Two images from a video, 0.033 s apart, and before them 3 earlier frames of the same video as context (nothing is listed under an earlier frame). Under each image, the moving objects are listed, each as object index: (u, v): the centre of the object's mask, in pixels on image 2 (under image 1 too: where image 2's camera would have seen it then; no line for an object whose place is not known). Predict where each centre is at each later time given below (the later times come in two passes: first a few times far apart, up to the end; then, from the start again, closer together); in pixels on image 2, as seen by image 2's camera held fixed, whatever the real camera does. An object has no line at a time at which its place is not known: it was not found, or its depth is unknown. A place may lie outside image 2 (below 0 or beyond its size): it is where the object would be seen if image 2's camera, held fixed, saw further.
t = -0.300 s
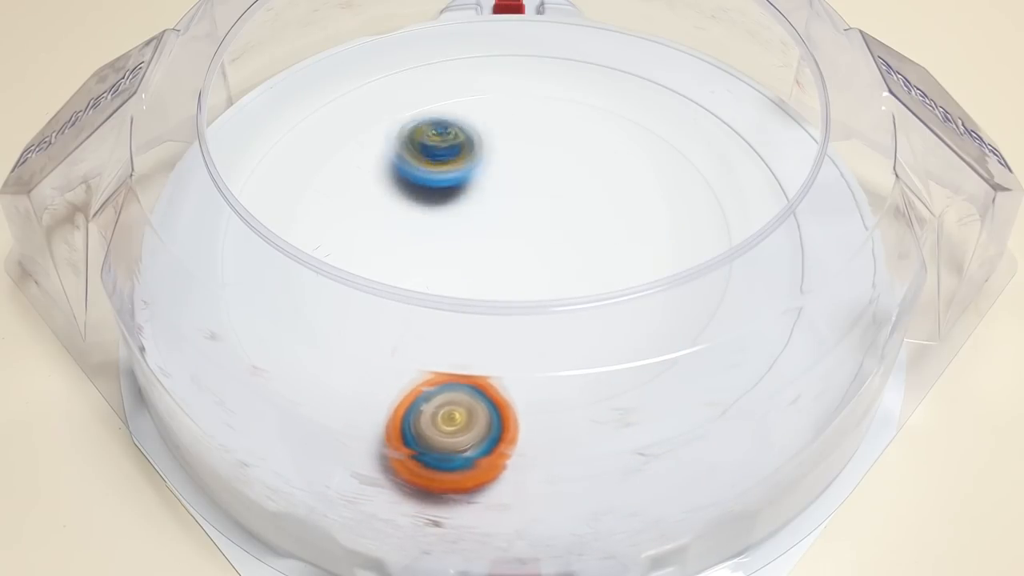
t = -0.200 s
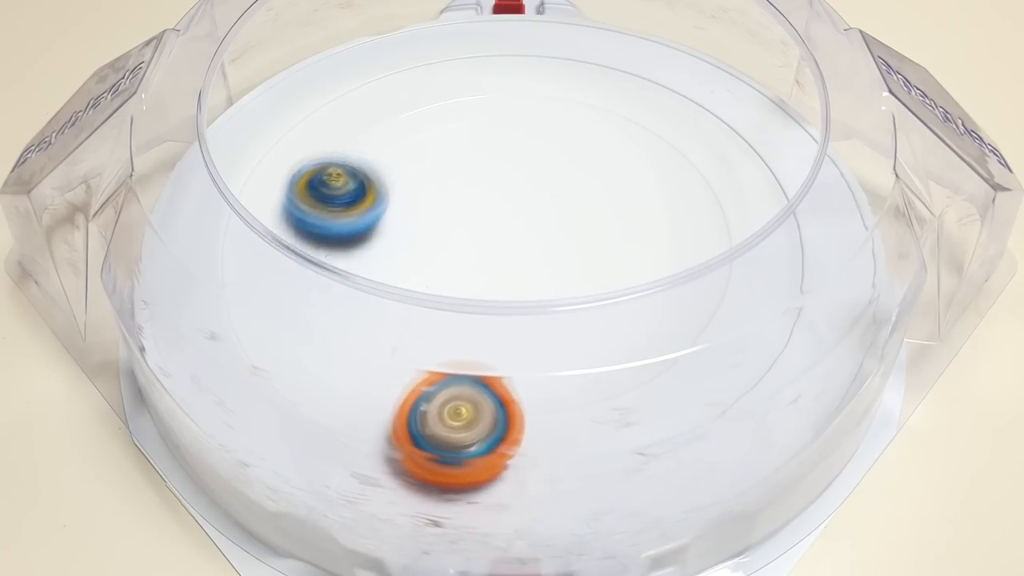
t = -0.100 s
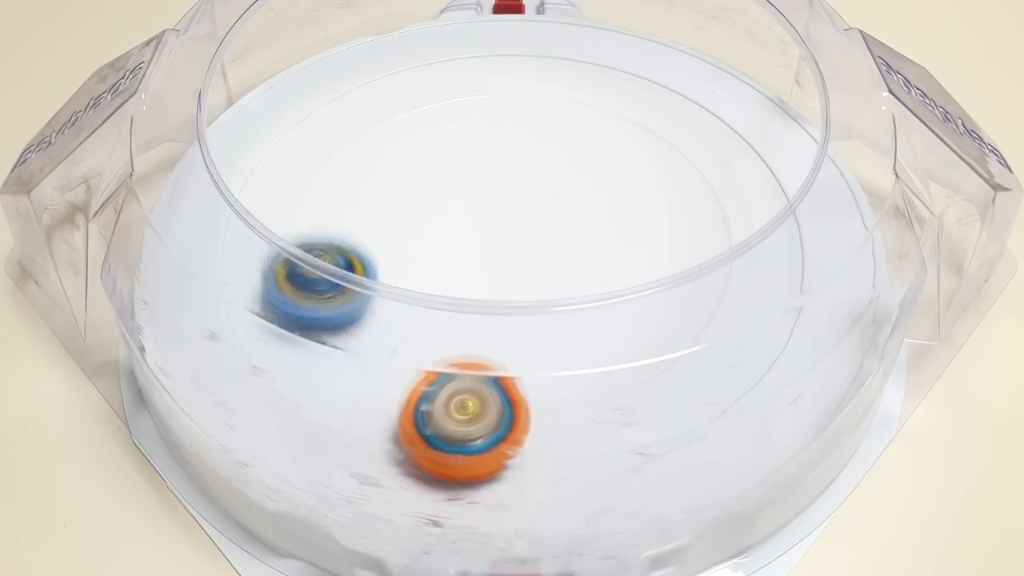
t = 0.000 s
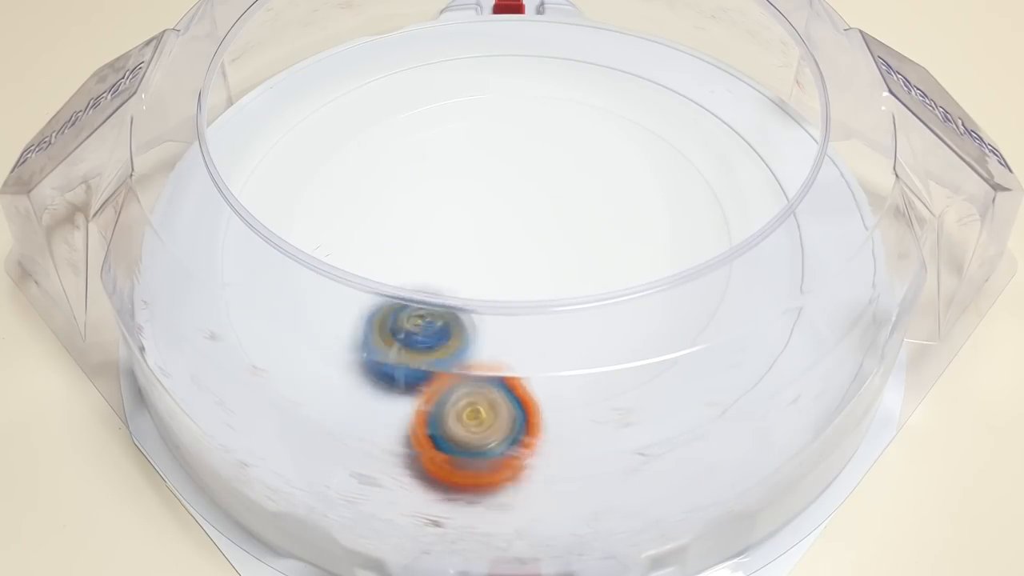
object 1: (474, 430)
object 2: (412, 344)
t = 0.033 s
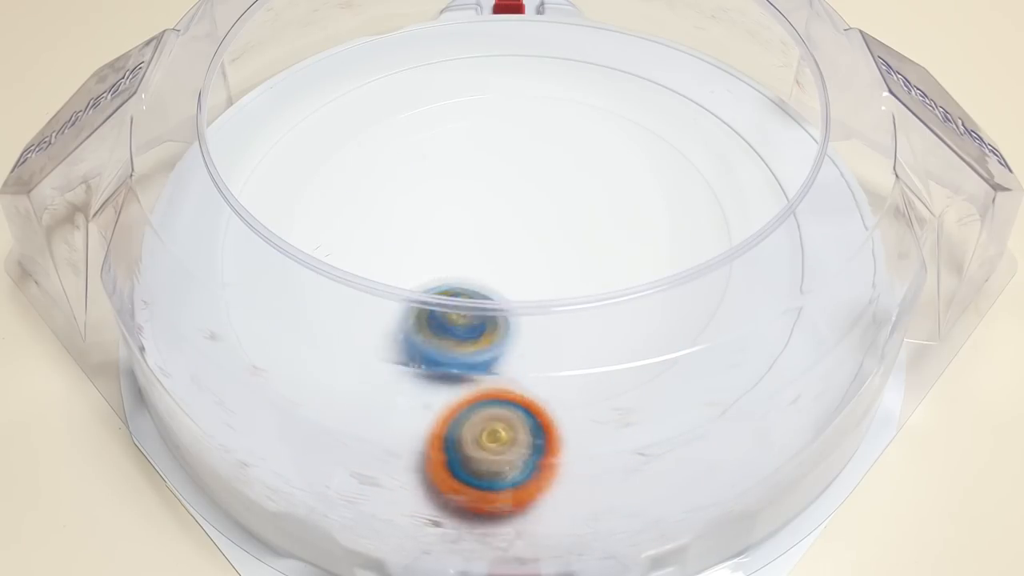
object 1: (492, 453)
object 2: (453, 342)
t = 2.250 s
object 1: (548, 245)
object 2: (452, 187)
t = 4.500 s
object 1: (559, 254)
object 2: (456, 179)
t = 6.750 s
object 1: (515, 194)
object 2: (501, 267)
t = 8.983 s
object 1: (433, 227)
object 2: (530, 257)
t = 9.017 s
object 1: (435, 224)
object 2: (530, 256)
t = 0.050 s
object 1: (503, 456)
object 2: (474, 330)
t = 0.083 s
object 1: (525, 463)
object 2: (511, 309)
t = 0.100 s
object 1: (538, 464)
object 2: (526, 297)
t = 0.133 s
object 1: (560, 463)
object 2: (548, 266)
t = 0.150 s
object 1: (569, 461)
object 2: (553, 256)
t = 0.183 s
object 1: (586, 454)
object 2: (552, 225)
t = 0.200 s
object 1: (596, 450)
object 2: (548, 209)
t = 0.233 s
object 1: (616, 439)
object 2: (529, 180)
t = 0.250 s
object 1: (624, 432)
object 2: (516, 169)
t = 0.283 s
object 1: (641, 412)
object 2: (487, 149)
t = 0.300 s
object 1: (648, 403)
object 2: (471, 140)
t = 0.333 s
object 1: (656, 386)
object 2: (440, 126)
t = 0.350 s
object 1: (661, 379)
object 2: (423, 122)
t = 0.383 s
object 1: (667, 367)
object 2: (391, 117)
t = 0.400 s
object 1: (669, 363)
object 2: (376, 116)
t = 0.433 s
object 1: (672, 355)
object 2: (347, 125)
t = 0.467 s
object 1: (673, 349)
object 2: (325, 134)
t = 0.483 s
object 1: (674, 346)
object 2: (318, 136)
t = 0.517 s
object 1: (676, 338)
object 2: (310, 138)
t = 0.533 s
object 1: (676, 333)
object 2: (309, 137)
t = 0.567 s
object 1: (676, 323)
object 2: (312, 131)
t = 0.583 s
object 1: (670, 306)
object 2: (315, 127)
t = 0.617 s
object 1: (663, 278)
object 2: (324, 117)
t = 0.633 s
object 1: (660, 268)
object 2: (328, 111)
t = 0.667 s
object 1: (651, 243)
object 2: (338, 98)
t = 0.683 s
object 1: (647, 233)
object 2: (342, 91)
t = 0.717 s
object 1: (633, 209)
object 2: (349, 78)
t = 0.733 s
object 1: (625, 196)
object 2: (351, 71)
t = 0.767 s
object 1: (603, 171)
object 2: (352, 71)
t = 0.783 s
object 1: (590, 159)
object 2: (353, 76)
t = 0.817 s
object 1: (560, 137)
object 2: (357, 74)
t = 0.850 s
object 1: (526, 118)
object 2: (363, 70)
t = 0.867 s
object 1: (506, 111)
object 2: (364, 70)
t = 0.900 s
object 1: (466, 98)
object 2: (367, 70)
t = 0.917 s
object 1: (453, 98)
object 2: (362, 67)
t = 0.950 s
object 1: (455, 116)
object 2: (341, 62)
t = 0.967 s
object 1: (456, 125)
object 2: (332, 68)
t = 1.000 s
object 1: (456, 146)
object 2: (315, 65)
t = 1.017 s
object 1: (456, 158)
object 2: (308, 62)
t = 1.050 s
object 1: (456, 181)
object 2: (303, 67)
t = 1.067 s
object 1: (457, 193)
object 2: (304, 71)
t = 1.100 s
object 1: (461, 215)
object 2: (305, 74)
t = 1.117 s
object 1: (464, 226)
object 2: (306, 75)
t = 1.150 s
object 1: (471, 246)
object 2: (307, 77)
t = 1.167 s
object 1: (476, 255)
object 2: (308, 79)
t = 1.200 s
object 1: (489, 265)
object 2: (311, 81)
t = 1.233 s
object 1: (504, 272)
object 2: (310, 90)
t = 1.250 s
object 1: (512, 274)
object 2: (308, 99)
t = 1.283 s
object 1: (529, 285)
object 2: (304, 112)
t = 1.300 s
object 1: (538, 286)
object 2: (304, 118)
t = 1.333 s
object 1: (555, 285)
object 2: (311, 126)
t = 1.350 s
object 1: (563, 283)
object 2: (315, 129)
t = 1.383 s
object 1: (575, 270)
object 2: (329, 136)
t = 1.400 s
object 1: (581, 267)
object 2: (334, 143)
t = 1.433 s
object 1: (589, 262)
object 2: (343, 160)
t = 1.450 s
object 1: (592, 258)
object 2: (344, 173)
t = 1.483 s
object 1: (596, 250)
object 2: (350, 198)
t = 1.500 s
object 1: (595, 245)
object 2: (357, 212)
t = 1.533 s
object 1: (591, 235)
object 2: (374, 235)
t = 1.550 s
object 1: (587, 230)
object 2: (388, 245)
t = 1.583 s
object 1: (578, 221)
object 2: (418, 259)
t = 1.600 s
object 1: (571, 218)
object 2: (438, 266)
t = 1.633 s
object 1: (557, 213)
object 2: (474, 285)
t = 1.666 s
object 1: (542, 210)
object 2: (514, 286)
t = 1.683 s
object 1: (533, 210)
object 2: (532, 284)
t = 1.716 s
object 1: (517, 211)
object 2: (568, 267)
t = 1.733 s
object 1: (510, 213)
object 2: (583, 264)
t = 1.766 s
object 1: (496, 215)
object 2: (612, 251)
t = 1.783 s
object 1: (490, 216)
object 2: (623, 242)
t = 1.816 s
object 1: (480, 220)
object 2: (642, 217)
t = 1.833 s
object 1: (475, 223)
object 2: (648, 204)
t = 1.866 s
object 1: (469, 231)
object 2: (654, 182)
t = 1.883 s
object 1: (467, 235)
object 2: (654, 171)
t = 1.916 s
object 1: (466, 244)
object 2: (651, 150)
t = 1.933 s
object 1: (467, 249)
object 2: (647, 141)
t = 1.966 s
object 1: (473, 258)
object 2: (633, 123)
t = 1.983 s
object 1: (477, 261)
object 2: (625, 116)
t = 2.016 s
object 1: (488, 266)
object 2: (603, 107)
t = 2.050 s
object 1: (500, 270)
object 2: (579, 102)
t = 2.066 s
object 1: (507, 270)
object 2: (566, 103)
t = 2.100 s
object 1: (520, 271)
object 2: (541, 107)
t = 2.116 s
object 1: (527, 270)
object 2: (528, 112)
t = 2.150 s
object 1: (538, 267)
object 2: (504, 123)
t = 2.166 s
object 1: (543, 265)
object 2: (493, 131)
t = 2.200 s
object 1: (548, 259)
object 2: (473, 151)
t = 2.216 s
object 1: (550, 254)
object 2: (466, 162)
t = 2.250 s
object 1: (548, 245)
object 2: (452, 187)
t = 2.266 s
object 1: (547, 241)
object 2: (449, 199)
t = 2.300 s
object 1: (546, 234)
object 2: (445, 226)
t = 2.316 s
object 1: (549, 232)
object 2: (444, 237)
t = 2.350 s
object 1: (553, 228)
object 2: (450, 258)
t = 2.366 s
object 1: (555, 226)
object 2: (459, 265)
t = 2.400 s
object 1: (556, 224)
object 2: (478, 288)
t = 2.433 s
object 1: (556, 223)
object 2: (502, 305)
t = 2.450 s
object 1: (555, 224)
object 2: (515, 314)
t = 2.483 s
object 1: (552, 227)
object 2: (546, 317)
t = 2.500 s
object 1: (549, 228)
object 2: (562, 316)
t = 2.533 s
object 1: (543, 233)
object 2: (594, 311)
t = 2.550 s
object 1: (541, 236)
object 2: (607, 307)
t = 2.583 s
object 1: (535, 241)
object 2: (629, 287)
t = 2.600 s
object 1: (532, 243)
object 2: (637, 284)
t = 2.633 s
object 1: (525, 247)
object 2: (645, 256)
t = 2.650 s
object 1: (522, 247)
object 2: (648, 251)
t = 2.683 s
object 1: (515, 249)
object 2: (647, 238)
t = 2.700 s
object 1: (511, 250)
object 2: (643, 229)
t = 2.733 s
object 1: (505, 250)
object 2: (628, 213)
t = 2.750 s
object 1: (502, 250)
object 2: (618, 206)
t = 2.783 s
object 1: (497, 249)
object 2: (593, 196)
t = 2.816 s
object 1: (493, 246)
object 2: (566, 189)
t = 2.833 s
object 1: (487, 245)
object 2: (554, 185)
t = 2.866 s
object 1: (469, 249)
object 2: (533, 180)
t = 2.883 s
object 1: (461, 250)
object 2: (522, 180)
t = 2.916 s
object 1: (449, 251)
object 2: (496, 181)
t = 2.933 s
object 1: (445, 253)
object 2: (484, 184)
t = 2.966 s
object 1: (432, 262)
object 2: (471, 176)
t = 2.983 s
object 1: (421, 279)
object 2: (466, 171)
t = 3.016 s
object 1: (406, 304)
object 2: (452, 169)
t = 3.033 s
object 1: (404, 313)
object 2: (445, 170)
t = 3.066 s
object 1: (399, 333)
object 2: (429, 173)
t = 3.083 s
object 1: (401, 337)
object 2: (422, 176)
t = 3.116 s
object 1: (408, 344)
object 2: (415, 186)
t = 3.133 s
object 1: (411, 347)
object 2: (413, 193)
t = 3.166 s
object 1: (420, 349)
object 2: (416, 208)
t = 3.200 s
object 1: (427, 351)
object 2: (428, 222)
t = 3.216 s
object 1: (431, 352)
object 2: (436, 230)
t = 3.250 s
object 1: (439, 352)
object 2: (456, 240)
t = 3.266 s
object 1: (443, 353)
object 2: (466, 244)
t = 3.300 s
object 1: (453, 351)
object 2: (490, 246)
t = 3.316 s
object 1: (458, 347)
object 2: (501, 245)
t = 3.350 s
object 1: (468, 344)
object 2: (524, 235)
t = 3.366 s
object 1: (473, 343)
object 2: (533, 231)
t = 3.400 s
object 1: (484, 341)
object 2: (547, 217)
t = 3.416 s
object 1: (491, 327)
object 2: (553, 209)
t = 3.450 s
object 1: (501, 316)
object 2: (559, 191)
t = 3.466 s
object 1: (506, 315)
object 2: (558, 183)
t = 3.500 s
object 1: (515, 298)
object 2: (554, 168)
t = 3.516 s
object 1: (519, 291)
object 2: (551, 162)
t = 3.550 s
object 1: (524, 274)
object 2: (542, 151)
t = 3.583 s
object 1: (528, 267)
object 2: (529, 143)
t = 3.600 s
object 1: (529, 263)
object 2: (523, 141)
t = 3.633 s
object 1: (531, 251)
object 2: (507, 143)
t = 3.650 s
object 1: (530, 246)
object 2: (500, 145)
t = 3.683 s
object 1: (528, 236)
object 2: (489, 156)
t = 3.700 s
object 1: (526, 233)
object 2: (484, 161)
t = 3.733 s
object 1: (531, 248)
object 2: (470, 159)
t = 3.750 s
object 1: (534, 256)
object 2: (463, 159)
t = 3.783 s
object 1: (538, 266)
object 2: (450, 163)
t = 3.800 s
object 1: (539, 269)
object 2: (445, 166)
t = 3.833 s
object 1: (539, 272)
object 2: (439, 178)
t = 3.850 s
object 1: (539, 274)
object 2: (438, 185)
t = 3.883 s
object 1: (535, 274)
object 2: (441, 200)
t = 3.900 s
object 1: (533, 275)
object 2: (446, 207)
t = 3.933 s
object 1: (525, 274)
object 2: (458, 221)
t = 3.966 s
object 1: (530, 291)
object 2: (466, 218)
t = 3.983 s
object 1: (534, 300)
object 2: (471, 214)
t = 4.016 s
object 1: (543, 318)
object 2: (479, 206)
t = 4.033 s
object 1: (546, 317)
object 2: (482, 202)
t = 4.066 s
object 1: (555, 320)
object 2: (486, 193)
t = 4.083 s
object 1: (559, 319)
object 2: (486, 189)
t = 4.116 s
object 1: (565, 315)
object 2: (484, 181)
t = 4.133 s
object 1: (568, 314)
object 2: (483, 178)
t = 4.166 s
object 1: (573, 297)
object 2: (480, 174)
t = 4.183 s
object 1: (575, 292)
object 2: (479, 173)
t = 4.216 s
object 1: (575, 272)
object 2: (477, 173)
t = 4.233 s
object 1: (575, 269)
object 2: (478, 174)
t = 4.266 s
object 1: (571, 263)
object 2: (478, 178)
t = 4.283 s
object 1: (569, 258)
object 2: (478, 180)
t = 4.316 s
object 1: (560, 248)
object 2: (482, 186)
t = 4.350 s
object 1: (557, 242)
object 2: (483, 187)
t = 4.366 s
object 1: (561, 245)
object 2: (480, 183)
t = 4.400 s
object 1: (565, 249)
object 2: (472, 177)
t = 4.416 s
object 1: (565, 251)
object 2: (469, 175)
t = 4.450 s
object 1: (564, 253)
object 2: (462, 173)
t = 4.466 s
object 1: (563, 254)
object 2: (459, 174)
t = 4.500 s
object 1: (559, 254)
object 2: (456, 179)
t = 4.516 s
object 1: (556, 254)
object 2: (455, 182)
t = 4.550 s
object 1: (551, 253)
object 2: (458, 188)
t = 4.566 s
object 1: (549, 253)
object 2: (461, 192)
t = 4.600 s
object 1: (544, 253)
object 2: (468, 200)
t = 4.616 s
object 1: (548, 256)
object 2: (470, 201)
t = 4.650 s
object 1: (555, 263)
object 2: (474, 201)
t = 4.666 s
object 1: (558, 264)
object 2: (477, 202)
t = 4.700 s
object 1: (561, 266)
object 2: (484, 203)
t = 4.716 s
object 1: (561, 266)
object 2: (488, 202)
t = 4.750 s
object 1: (561, 266)
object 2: (497, 201)
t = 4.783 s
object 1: (558, 264)
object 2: (506, 198)
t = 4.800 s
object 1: (557, 264)
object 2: (510, 196)
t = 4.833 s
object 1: (554, 263)
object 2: (516, 192)
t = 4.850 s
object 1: (552, 263)
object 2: (519, 190)
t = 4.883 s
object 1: (548, 262)
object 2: (522, 186)
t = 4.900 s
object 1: (546, 261)
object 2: (524, 185)
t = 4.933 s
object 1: (542, 260)
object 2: (524, 184)
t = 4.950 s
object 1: (539, 260)
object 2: (524, 184)
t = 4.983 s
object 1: (534, 260)
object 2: (523, 182)
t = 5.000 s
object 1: (532, 260)
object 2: (522, 182)
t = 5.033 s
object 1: (528, 260)
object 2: (520, 183)
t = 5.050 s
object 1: (526, 260)
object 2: (520, 183)
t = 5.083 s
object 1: (521, 262)
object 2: (519, 185)
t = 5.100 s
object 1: (519, 262)
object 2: (519, 185)
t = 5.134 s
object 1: (516, 263)
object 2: (519, 186)
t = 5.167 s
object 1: (513, 264)
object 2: (519, 188)
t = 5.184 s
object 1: (511, 264)
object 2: (520, 188)
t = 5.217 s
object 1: (508, 264)
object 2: (520, 189)
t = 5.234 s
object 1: (506, 265)
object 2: (521, 190)
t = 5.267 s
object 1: (503, 265)
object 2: (523, 190)
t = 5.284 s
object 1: (502, 265)
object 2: (525, 191)
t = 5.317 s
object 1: (499, 265)
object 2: (527, 191)
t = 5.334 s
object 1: (497, 265)
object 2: (528, 191)
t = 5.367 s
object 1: (494, 265)
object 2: (531, 191)
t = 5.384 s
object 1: (493, 265)
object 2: (531, 191)
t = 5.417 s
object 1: (490, 264)
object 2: (533, 192)
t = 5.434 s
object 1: (489, 263)
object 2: (533, 193)
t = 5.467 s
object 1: (486, 262)
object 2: (535, 195)
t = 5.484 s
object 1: (485, 262)
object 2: (537, 196)
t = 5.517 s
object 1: (481, 261)
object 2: (540, 198)
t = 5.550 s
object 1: (479, 260)
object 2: (543, 199)
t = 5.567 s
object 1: (478, 259)
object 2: (544, 200)
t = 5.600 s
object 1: (476, 257)
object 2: (547, 201)
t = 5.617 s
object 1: (475, 256)
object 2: (548, 202)
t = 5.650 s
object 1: (473, 255)
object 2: (551, 205)
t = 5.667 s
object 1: (472, 254)
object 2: (553, 205)
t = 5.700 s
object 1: (471, 252)
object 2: (556, 207)
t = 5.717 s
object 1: (470, 251)
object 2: (557, 208)
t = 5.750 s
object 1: (468, 249)
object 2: (559, 210)
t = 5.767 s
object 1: (468, 248)
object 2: (560, 211)
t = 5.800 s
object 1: (467, 245)
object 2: (561, 213)
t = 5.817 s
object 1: (467, 244)
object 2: (561, 214)
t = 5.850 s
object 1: (464, 241)
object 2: (562, 217)
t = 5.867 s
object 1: (464, 240)
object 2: (564, 218)
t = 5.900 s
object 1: (463, 238)
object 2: (565, 220)
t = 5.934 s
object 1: (462, 236)
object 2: (566, 224)
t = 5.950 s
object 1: (462, 234)
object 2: (566, 225)
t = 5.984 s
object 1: (462, 232)
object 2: (566, 229)
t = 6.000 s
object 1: (462, 231)
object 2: (565, 229)
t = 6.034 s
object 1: (461, 228)
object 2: (566, 233)
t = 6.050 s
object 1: (461, 227)
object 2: (566, 234)
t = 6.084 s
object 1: (462, 224)
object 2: (565, 239)
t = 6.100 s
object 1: (463, 223)
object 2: (565, 240)
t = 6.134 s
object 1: (463, 220)
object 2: (564, 244)
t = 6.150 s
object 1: (463, 218)
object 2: (564, 245)
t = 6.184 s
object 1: (465, 217)
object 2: (563, 248)
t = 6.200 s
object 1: (466, 215)
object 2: (563, 249)
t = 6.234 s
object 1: (468, 213)
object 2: (560, 253)
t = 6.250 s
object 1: (468, 213)
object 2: (560, 253)
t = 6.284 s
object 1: (470, 211)
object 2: (555, 256)
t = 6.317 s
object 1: (473, 209)
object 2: (551, 257)
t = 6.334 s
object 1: (473, 208)
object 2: (551, 258)
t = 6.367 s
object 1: (475, 206)
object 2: (545, 261)
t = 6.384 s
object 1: (477, 205)
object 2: (543, 261)
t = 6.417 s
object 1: (480, 203)
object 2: (540, 263)
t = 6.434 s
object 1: (482, 202)
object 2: (539, 264)
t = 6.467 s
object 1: (485, 201)
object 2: (535, 266)
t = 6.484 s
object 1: (486, 200)
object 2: (533, 267)
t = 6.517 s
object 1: (490, 199)
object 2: (531, 269)
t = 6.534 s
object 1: (492, 198)
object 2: (529, 269)
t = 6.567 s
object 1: (495, 198)
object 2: (526, 269)
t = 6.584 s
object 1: (497, 197)
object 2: (525, 269)
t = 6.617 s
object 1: (501, 196)
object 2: (521, 268)
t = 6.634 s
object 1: (502, 197)
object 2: (520, 268)
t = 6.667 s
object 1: (506, 196)
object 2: (513, 268)
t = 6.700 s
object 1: (510, 195)
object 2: (508, 267)
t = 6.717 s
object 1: (512, 194)
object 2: (507, 267)
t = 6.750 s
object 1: (515, 194)
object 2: (501, 267)
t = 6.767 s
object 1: (518, 194)
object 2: (497, 266)
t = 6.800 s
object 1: (522, 193)
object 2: (494, 265)
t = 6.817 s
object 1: (523, 195)
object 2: (490, 265)
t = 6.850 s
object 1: (526, 196)
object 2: (486, 264)
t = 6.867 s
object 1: (528, 196)
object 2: (486, 264)
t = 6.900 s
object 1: (530, 197)
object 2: (483, 263)
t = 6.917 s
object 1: (533, 197)
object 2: (481, 261)
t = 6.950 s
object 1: (536, 198)
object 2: (478, 259)
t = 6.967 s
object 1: (536, 199)
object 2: (475, 257)
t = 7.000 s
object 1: (541, 200)
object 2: (472, 255)
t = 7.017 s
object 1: (543, 201)
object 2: (472, 256)
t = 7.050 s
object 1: (546, 202)
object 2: (468, 254)
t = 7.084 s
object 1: (548, 203)
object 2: (466, 252)
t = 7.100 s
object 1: (550, 204)
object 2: (465, 251)
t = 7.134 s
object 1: (552, 207)
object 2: (465, 247)
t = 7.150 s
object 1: (553, 208)
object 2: (464, 246)
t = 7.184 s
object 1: (555, 210)
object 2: (464, 243)
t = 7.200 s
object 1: (556, 211)
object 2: (465, 241)
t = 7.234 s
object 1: (559, 213)
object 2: (460, 238)
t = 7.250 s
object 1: (561, 214)
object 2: (455, 235)
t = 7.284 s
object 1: (562, 216)
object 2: (451, 233)
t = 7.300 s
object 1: (563, 217)
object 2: (451, 232)
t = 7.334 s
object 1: (564, 220)
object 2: (450, 230)
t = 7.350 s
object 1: (564, 222)
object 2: (449, 230)
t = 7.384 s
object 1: (564, 225)
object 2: (450, 228)
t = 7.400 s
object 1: (564, 226)
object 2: (452, 228)
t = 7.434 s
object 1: (564, 230)
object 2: (456, 227)
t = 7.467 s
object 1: (563, 233)
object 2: (461, 225)
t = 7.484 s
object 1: (564, 235)
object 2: (462, 224)
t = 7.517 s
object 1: (566, 238)
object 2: (465, 220)
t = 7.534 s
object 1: (571, 241)
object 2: (465, 216)
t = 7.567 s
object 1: (578, 245)
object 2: (462, 212)
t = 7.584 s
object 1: (579, 246)
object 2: (459, 209)
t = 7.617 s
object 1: (579, 248)
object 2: (458, 205)
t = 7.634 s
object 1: (578, 249)
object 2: (458, 204)
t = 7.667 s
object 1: (576, 252)
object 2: (458, 201)
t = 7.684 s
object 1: (575, 253)
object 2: (459, 201)
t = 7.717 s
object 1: (571, 255)
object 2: (461, 199)
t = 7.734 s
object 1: (569, 256)
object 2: (461, 198)
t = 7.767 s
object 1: (565, 258)
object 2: (466, 199)
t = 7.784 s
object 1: (563, 259)
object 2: (468, 199)
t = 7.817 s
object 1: (558, 260)
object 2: (473, 198)
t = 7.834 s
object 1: (556, 261)
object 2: (477, 200)
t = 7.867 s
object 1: (550, 262)
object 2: (482, 201)
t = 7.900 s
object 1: (545, 264)
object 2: (491, 200)
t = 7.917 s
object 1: (543, 265)
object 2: (495, 199)
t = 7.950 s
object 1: (541, 268)
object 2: (504, 197)
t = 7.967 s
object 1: (539, 269)
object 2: (506, 196)
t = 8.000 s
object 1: (536, 270)
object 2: (512, 194)
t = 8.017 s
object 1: (534, 271)
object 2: (517, 193)
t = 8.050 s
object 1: (530, 272)
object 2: (521, 192)
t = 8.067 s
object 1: (527, 272)
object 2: (524, 192)
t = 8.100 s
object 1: (523, 273)
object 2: (530, 192)
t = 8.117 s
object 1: (520, 272)
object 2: (530, 193)
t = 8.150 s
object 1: (515, 273)
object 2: (535, 193)
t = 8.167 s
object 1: (513, 272)
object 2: (536, 193)
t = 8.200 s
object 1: (508, 272)
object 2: (538, 196)
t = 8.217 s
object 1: (505, 272)
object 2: (540, 196)
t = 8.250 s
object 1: (500, 271)
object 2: (543, 200)
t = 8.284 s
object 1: (495, 270)
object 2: (543, 204)
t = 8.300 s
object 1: (492, 270)
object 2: (546, 205)
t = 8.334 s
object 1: (485, 269)
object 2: (549, 211)
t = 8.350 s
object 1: (481, 269)
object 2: (551, 214)
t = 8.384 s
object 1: (473, 268)
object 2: (553, 216)
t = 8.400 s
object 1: (469, 267)
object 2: (554, 219)
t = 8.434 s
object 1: (460, 266)
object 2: (557, 224)
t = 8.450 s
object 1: (456, 265)
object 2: (555, 227)
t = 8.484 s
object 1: (449, 264)
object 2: (558, 228)
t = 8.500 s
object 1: (446, 263)
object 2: (557, 231)
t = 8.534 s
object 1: (440, 262)
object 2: (556, 236)
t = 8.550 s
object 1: (438, 261)
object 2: (554, 236)
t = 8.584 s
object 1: (436, 260)
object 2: (554, 239)
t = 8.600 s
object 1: (436, 259)
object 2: (553, 241)
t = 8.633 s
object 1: (436, 258)
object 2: (547, 246)
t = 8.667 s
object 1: (436, 257)
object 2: (545, 246)
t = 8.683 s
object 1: (437, 255)
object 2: (544, 247)
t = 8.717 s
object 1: (437, 253)
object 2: (540, 252)
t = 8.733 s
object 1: (433, 251)
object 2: (539, 252)
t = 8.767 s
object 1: (429, 248)
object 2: (539, 255)
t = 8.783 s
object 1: (427, 246)
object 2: (538, 256)
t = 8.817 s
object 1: (427, 244)
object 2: (536, 257)
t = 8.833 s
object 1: (427, 242)
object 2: (535, 257)
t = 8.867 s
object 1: (429, 238)
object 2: (533, 258)
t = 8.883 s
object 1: (430, 238)
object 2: (532, 258)
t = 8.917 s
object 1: (430, 234)
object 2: (531, 259)
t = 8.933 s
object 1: (430, 232)
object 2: (531, 258)
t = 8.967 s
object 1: (431, 229)
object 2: (530, 257)
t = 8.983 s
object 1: (433, 227)
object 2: (530, 257)
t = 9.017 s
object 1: (435, 224)
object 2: (530, 256)
